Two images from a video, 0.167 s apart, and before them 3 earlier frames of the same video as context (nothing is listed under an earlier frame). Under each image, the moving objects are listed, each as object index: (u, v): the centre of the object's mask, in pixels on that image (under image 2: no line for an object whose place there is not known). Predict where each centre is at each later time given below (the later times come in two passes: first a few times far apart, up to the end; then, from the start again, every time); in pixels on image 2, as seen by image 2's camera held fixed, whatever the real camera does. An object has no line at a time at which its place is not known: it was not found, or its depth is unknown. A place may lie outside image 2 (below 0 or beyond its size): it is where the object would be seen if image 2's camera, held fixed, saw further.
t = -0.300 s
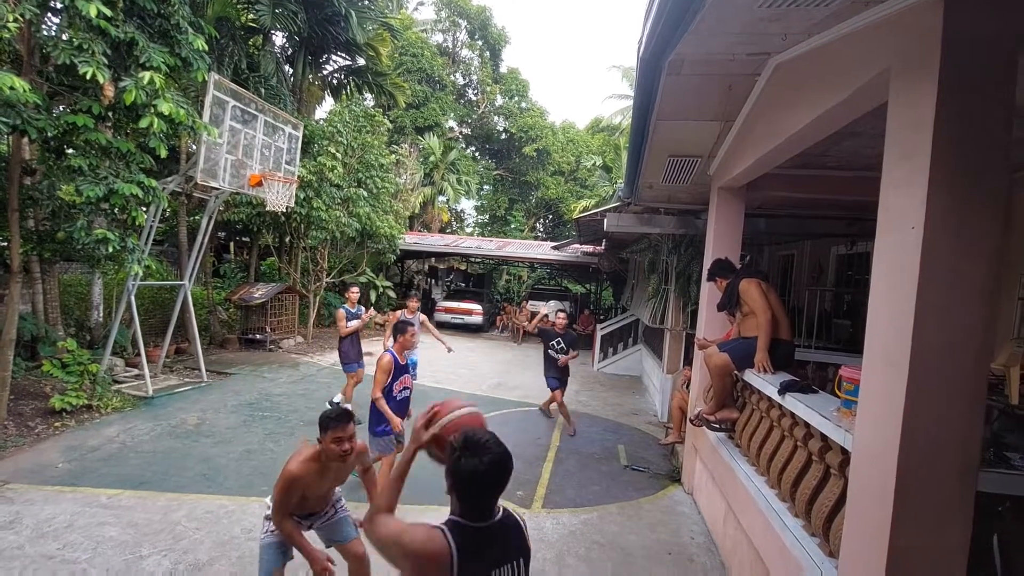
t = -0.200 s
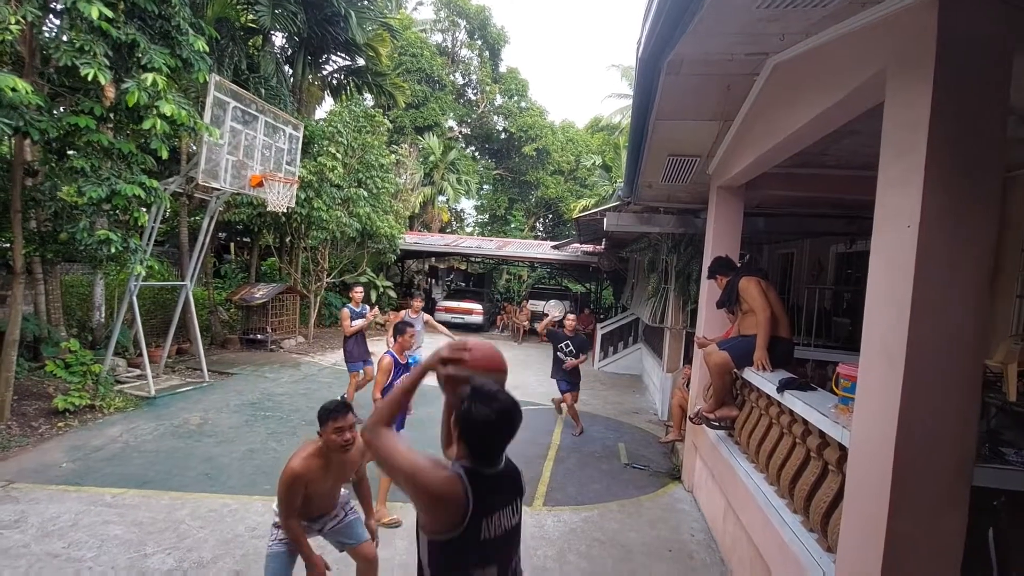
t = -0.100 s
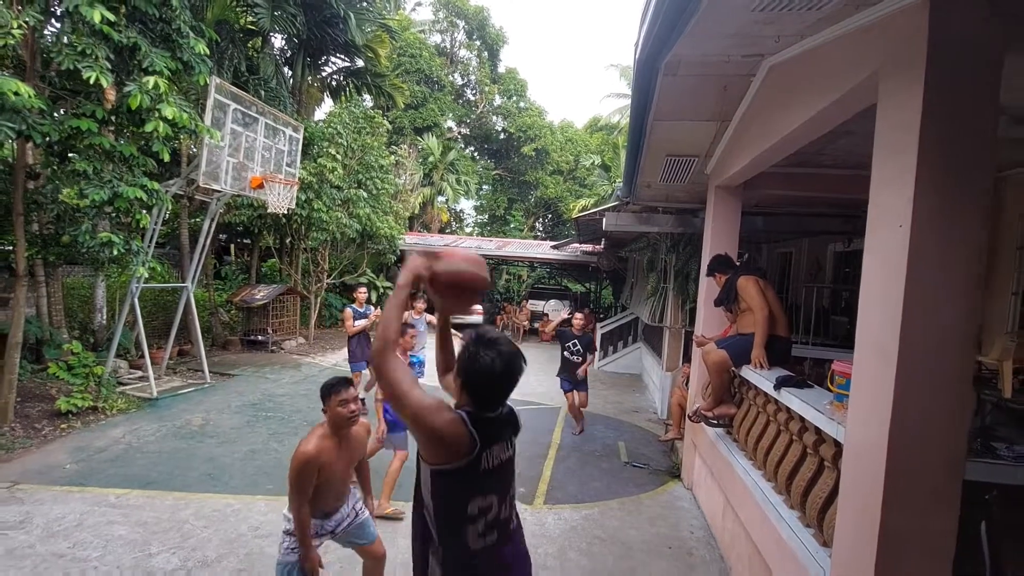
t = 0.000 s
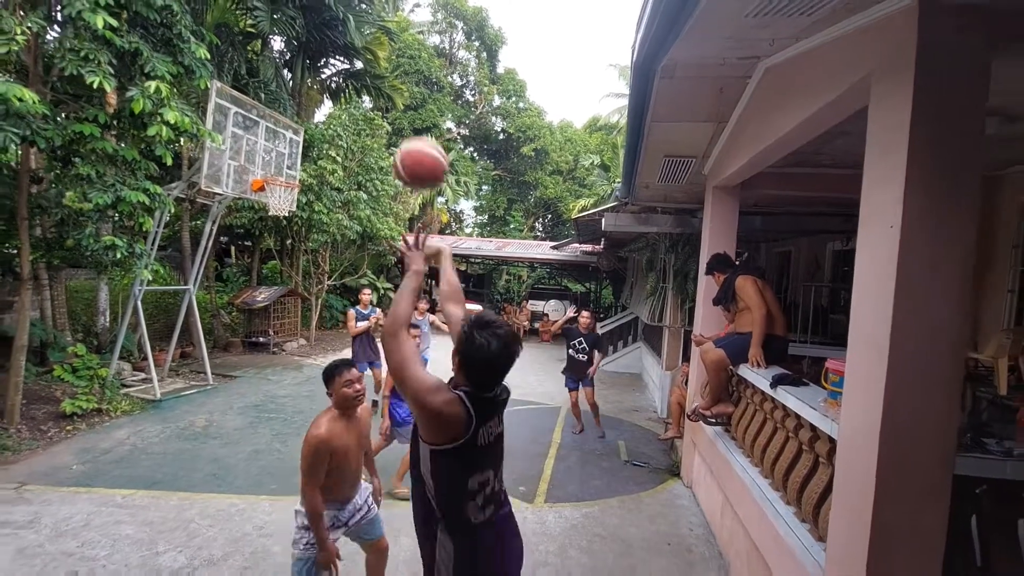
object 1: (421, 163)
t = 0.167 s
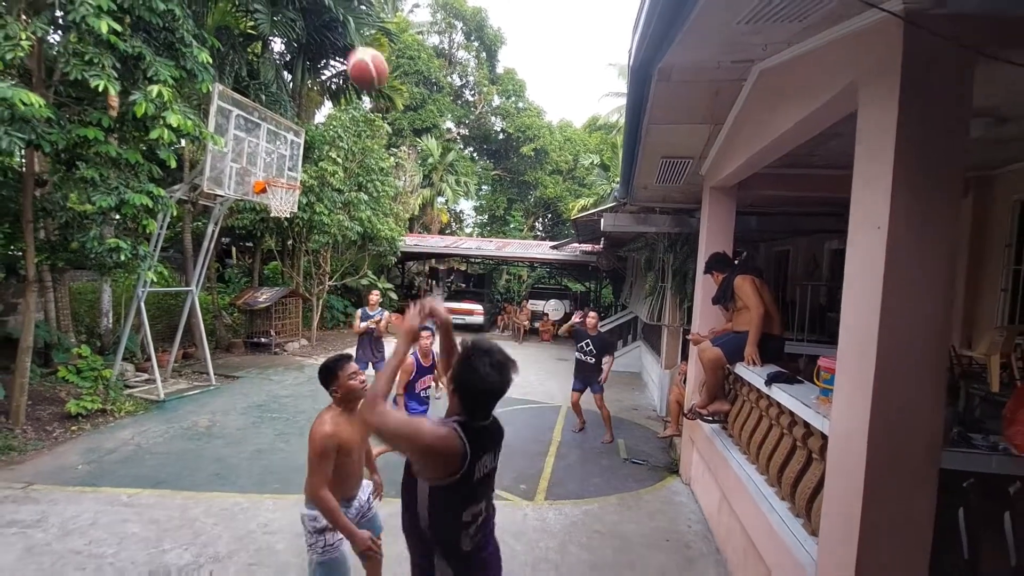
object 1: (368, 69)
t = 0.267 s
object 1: (344, 47)
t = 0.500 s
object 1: (306, 55)
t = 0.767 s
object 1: (275, 117)
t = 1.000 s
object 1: (257, 180)
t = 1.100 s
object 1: (273, 188)
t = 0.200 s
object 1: (359, 60)
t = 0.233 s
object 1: (352, 53)
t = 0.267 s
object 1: (344, 47)
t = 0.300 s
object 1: (338, 44)
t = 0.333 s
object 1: (332, 43)
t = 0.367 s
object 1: (326, 43)
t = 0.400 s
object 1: (321, 44)
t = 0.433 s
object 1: (316, 47)
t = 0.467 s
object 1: (311, 51)
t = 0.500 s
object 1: (306, 55)
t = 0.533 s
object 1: (302, 61)
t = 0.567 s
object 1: (298, 67)
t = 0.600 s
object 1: (293, 74)
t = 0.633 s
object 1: (289, 82)
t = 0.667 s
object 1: (285, 90)
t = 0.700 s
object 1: (281, 98)
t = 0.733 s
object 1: (279, 108)
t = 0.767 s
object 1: (275, 117)
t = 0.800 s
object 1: (272, 127)
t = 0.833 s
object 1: (268, 138)
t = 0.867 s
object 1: (265, 149)
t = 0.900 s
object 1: (261, 161)
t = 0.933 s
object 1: (258, 171)
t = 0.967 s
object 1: (253, 180)
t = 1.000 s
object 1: (257, 180)
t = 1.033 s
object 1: (261, 182)
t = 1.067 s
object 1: (265, 185)
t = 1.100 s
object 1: (273, 188)
